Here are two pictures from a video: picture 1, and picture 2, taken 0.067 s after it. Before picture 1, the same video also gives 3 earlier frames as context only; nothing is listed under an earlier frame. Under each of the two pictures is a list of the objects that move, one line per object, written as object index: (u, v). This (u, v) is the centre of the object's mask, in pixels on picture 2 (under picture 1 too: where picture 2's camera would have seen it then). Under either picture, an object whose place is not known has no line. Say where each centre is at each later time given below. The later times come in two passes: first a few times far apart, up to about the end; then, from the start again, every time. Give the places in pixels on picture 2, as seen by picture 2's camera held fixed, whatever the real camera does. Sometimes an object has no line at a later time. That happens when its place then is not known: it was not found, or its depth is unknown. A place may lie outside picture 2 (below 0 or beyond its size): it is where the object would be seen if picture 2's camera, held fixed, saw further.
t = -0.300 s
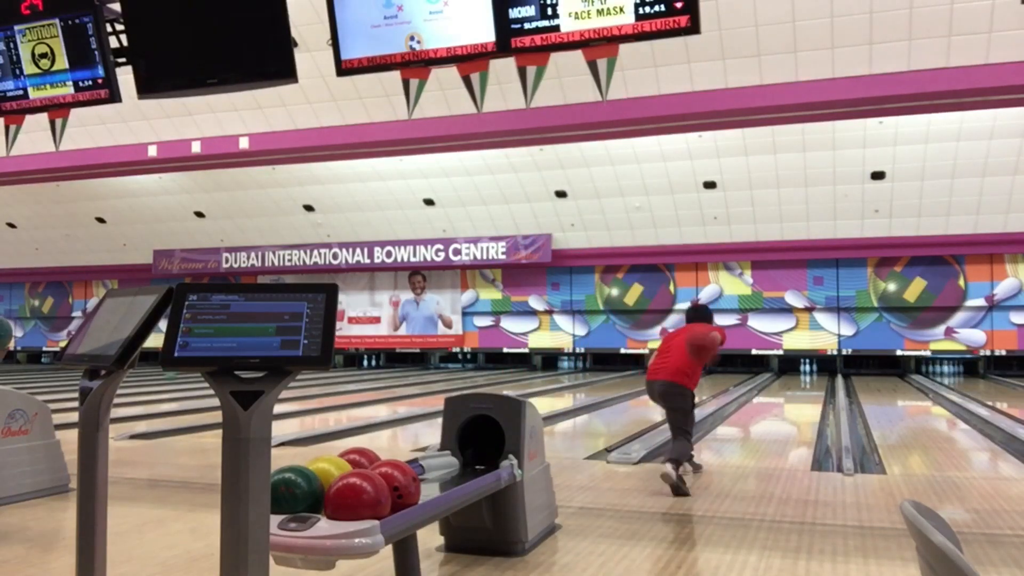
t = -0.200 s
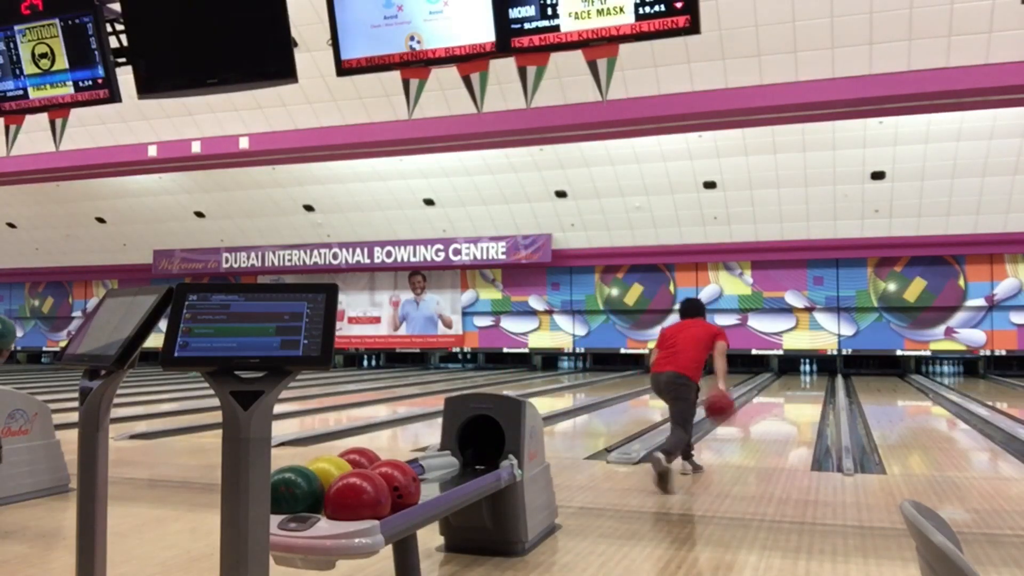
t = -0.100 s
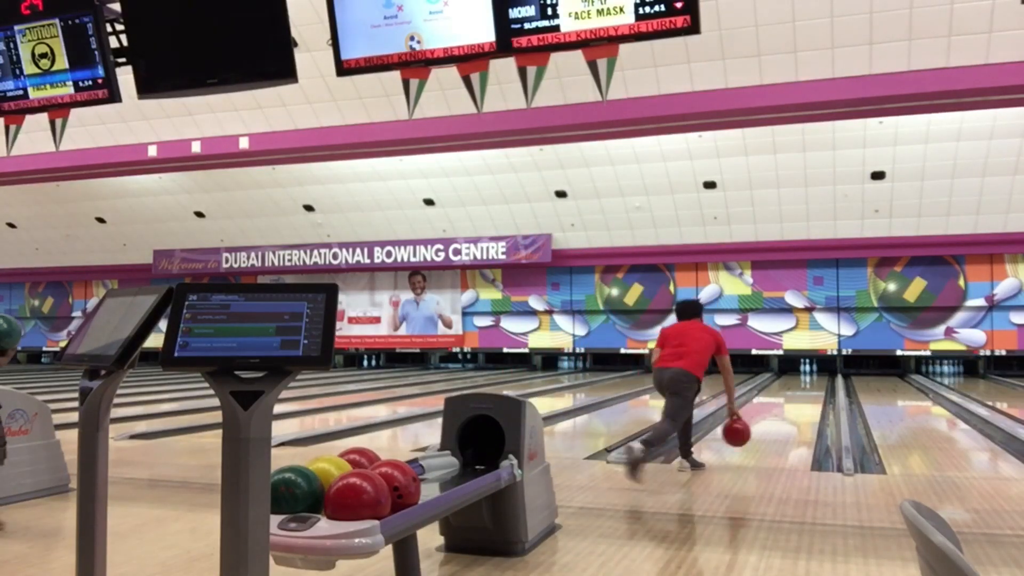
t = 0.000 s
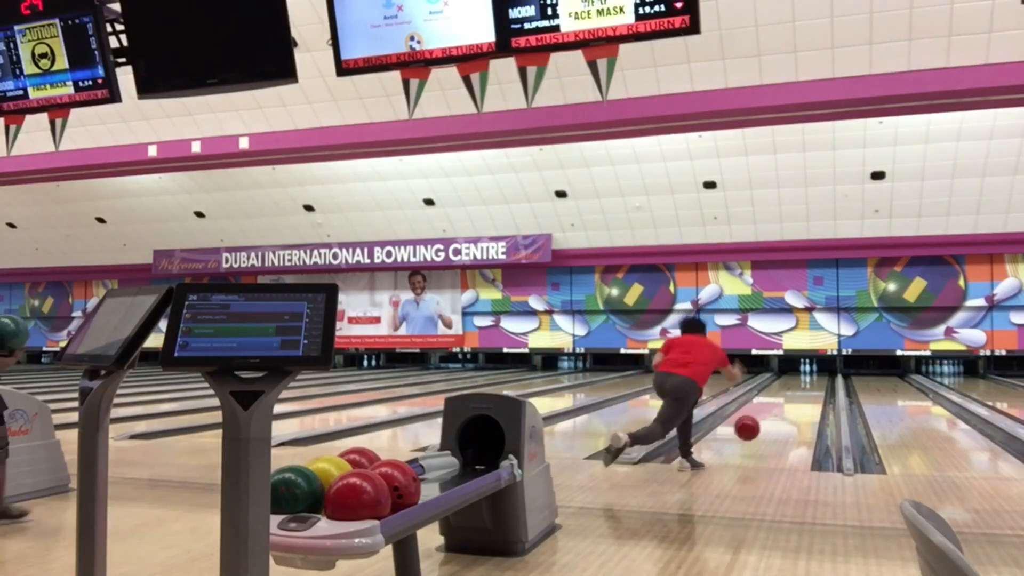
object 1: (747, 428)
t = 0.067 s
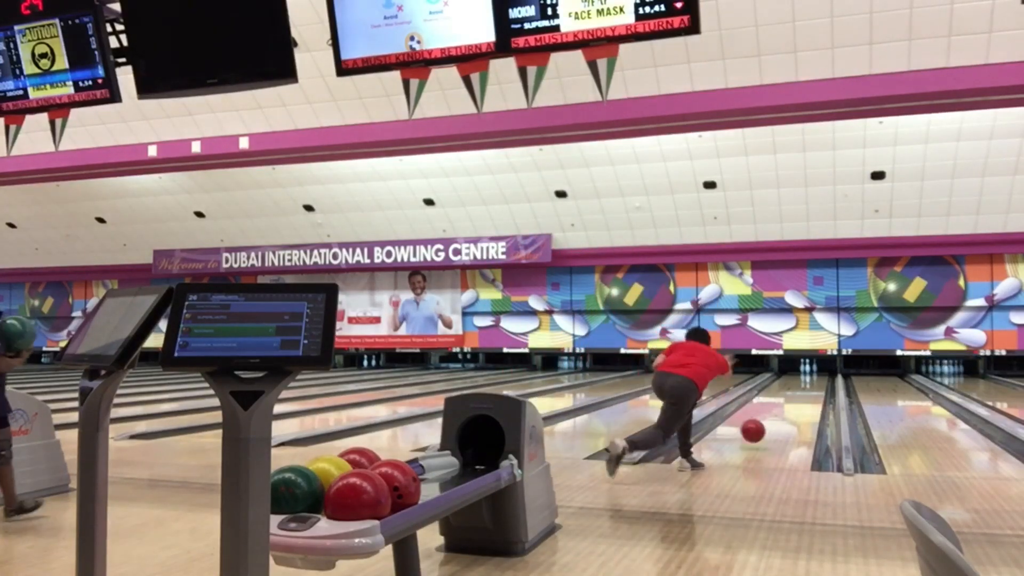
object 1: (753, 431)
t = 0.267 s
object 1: (767, 418)
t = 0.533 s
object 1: (780, 406)
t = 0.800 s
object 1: (788, 395)
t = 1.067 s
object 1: (795, 388)
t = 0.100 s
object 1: (756, 433)
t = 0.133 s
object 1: (758, 428)
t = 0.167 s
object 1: (761, 424)
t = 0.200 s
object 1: (763, 421)
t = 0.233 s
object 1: (765, 419)
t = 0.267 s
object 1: (767, 418)
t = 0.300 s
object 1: (769, 418)
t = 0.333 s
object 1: (771, 415)
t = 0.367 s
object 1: (772, 413)
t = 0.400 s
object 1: (774, 412)
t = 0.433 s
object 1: (775, 410)
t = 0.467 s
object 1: (777, 409)
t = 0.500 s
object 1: (778, 407)
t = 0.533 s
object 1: (780, 406)
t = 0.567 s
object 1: (781, 404)
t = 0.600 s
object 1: (782, 402)
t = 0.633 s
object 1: (783, 401)
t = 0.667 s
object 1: (784, 400)
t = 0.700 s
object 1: (785, 399)
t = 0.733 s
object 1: (786, 397)
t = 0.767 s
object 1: (787, 396)
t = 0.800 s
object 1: (788, 395)
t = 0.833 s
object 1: (789, 394)
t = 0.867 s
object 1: (790, 393)
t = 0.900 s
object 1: (791, 392)
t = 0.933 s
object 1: (791, 391)
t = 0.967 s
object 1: (792, 390)
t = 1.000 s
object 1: (793, 390)
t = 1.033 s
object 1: (794, 389)
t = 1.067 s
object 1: (795, 388)
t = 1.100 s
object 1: (795, 386)
